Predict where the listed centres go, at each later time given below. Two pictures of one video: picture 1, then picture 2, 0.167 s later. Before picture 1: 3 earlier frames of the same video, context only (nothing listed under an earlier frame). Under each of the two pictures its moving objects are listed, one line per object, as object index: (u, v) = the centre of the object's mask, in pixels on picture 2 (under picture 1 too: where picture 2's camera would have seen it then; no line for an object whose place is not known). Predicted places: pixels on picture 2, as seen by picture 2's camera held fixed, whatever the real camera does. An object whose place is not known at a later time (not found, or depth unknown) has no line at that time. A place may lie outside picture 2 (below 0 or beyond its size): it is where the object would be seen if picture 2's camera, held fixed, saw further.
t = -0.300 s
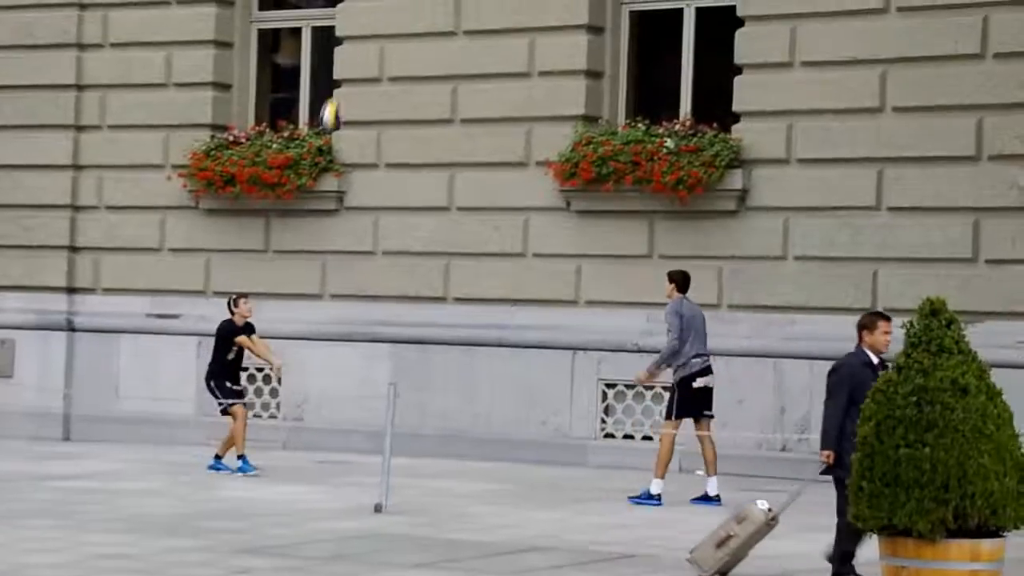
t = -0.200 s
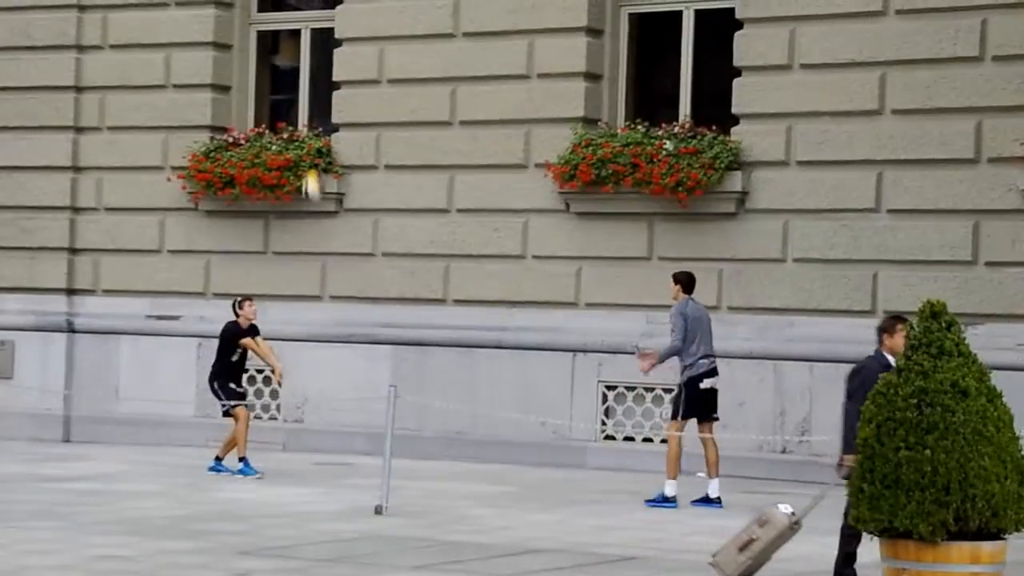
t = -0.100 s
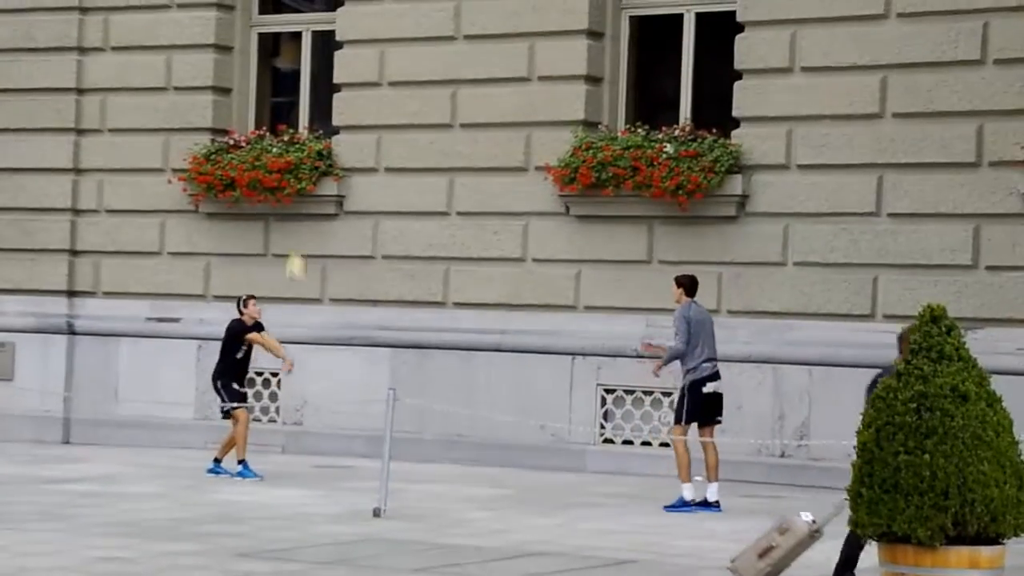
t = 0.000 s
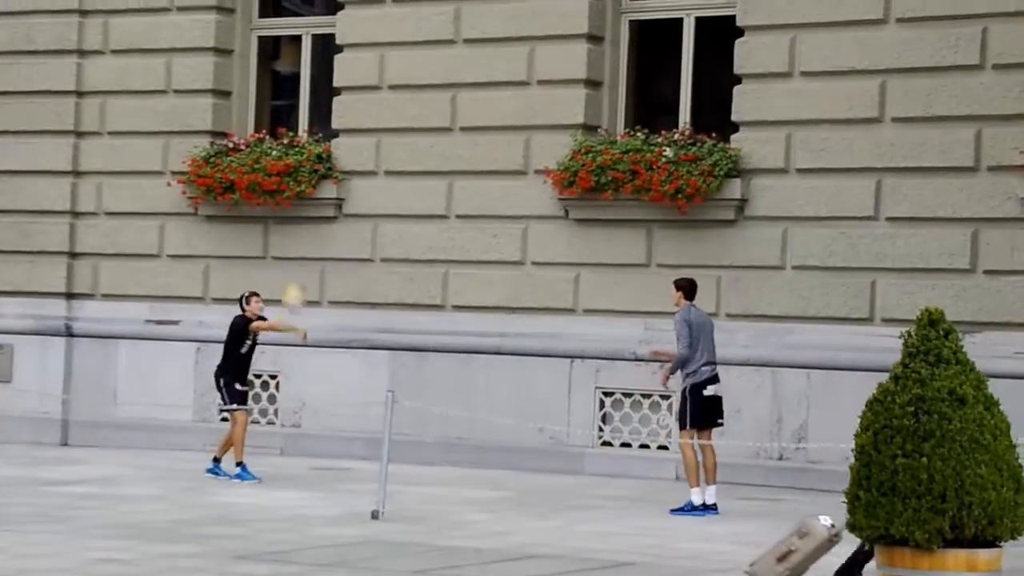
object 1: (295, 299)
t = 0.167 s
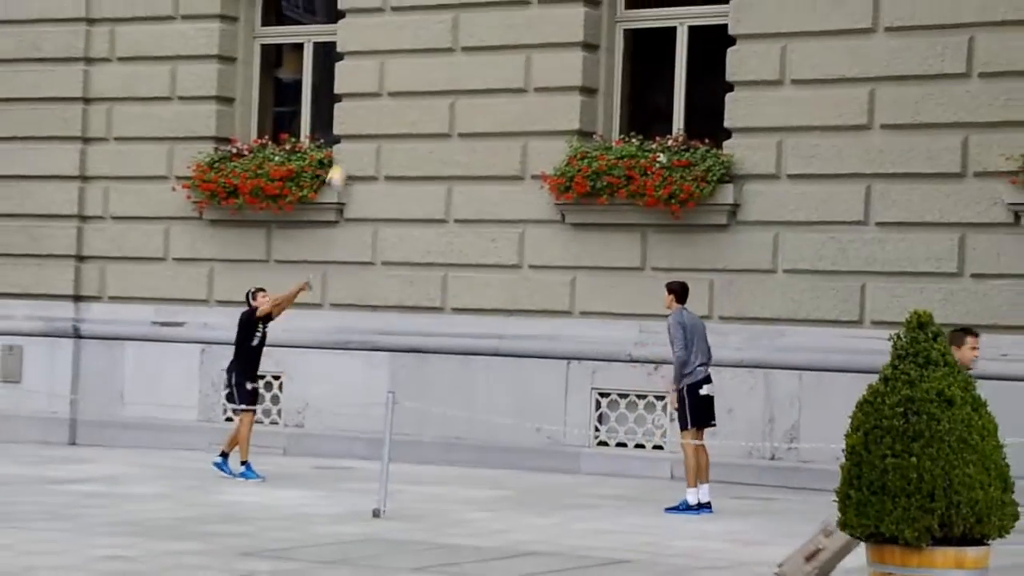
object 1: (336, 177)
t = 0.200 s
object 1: (345, 156)
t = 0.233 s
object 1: (352, 137)
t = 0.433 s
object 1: (404, 42)
